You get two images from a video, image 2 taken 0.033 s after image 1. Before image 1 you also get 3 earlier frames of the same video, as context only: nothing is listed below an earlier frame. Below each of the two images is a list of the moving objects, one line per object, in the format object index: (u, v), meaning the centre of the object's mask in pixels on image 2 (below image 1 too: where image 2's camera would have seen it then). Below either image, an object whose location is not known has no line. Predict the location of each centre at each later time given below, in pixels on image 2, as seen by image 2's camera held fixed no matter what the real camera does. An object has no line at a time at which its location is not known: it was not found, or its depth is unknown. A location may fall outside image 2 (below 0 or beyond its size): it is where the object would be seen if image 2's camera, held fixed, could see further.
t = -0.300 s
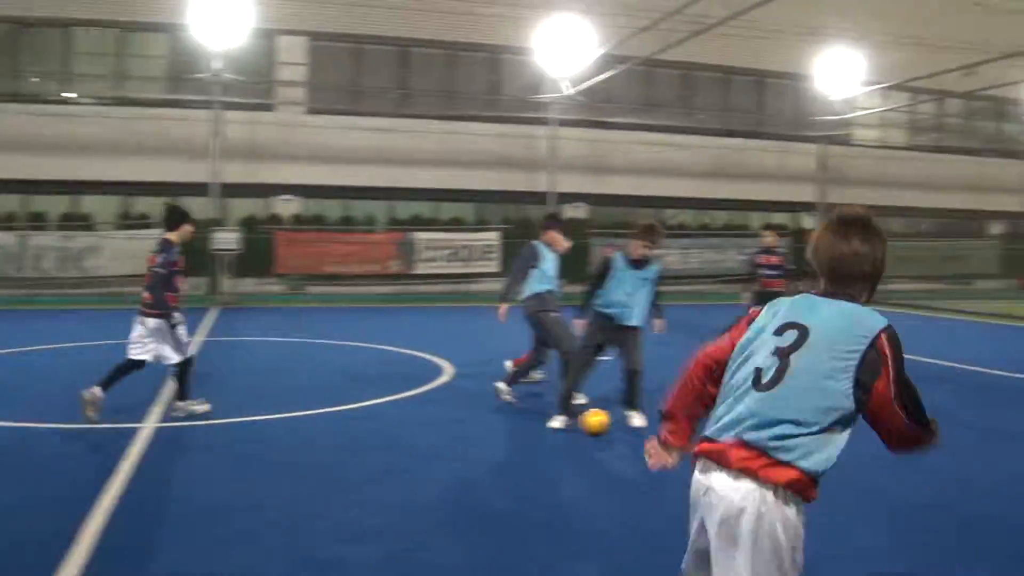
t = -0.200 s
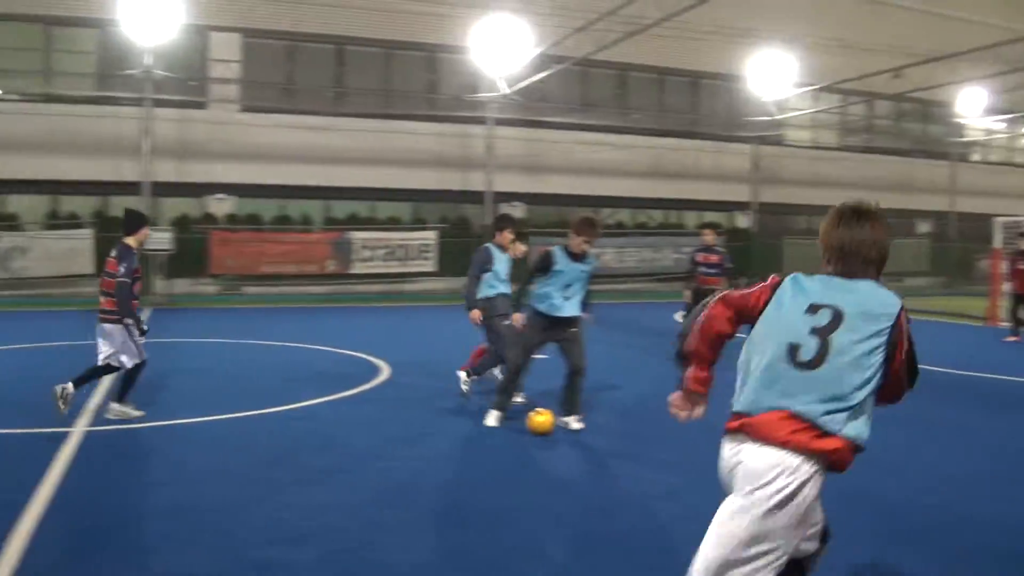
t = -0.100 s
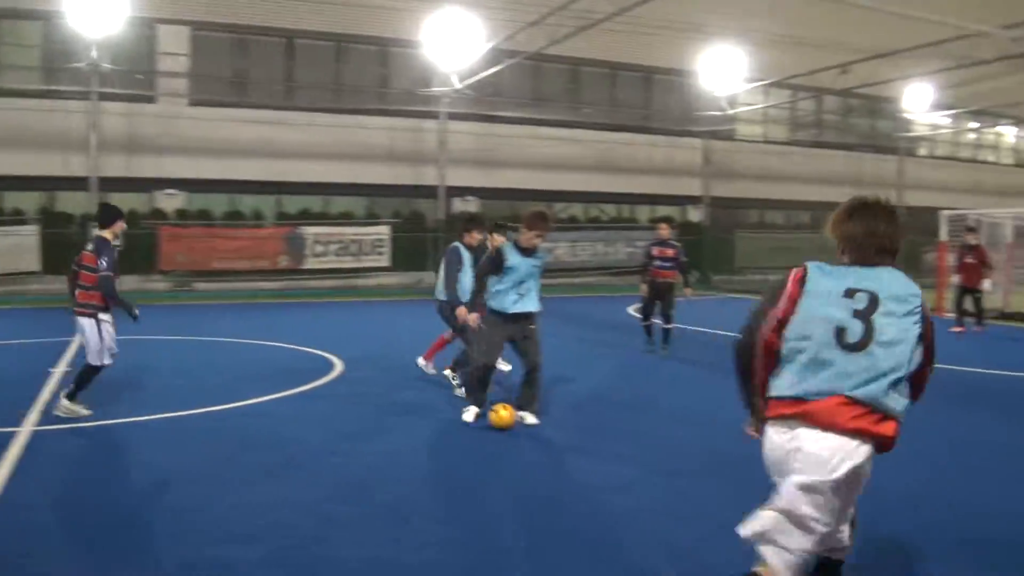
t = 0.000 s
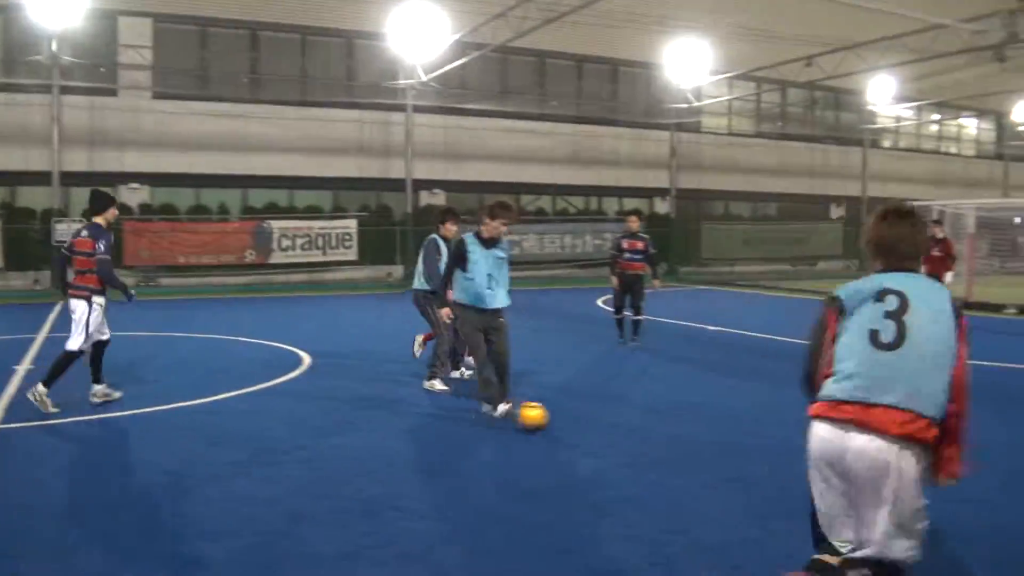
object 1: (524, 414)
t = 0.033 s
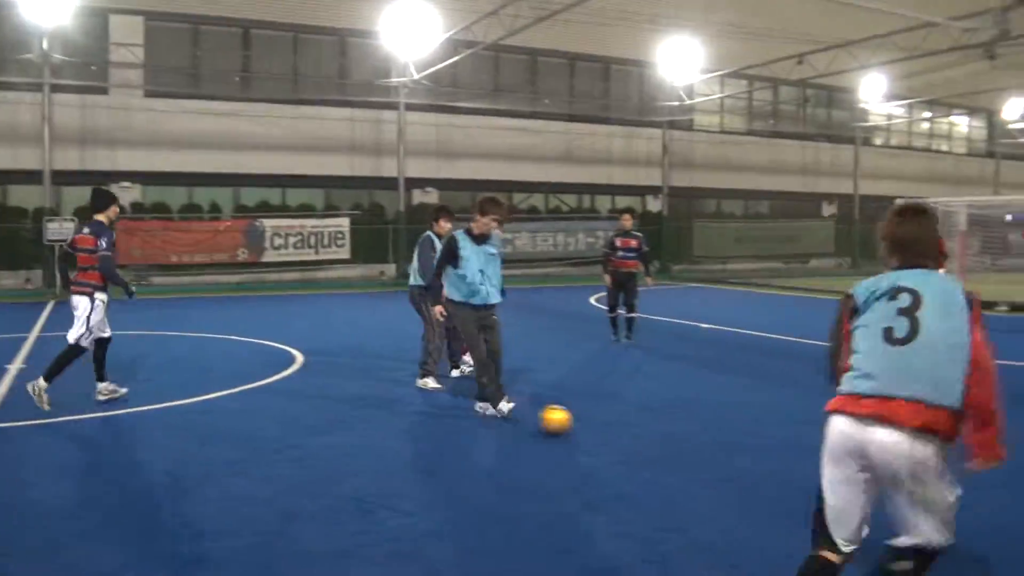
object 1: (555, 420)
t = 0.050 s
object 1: (571, 423)
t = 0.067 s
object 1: (589, 428)
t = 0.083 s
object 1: (605, 431)
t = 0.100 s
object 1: (622, 433)
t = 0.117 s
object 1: (639, 435)
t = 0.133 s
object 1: (656, 438)
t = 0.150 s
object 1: (674, 441)
